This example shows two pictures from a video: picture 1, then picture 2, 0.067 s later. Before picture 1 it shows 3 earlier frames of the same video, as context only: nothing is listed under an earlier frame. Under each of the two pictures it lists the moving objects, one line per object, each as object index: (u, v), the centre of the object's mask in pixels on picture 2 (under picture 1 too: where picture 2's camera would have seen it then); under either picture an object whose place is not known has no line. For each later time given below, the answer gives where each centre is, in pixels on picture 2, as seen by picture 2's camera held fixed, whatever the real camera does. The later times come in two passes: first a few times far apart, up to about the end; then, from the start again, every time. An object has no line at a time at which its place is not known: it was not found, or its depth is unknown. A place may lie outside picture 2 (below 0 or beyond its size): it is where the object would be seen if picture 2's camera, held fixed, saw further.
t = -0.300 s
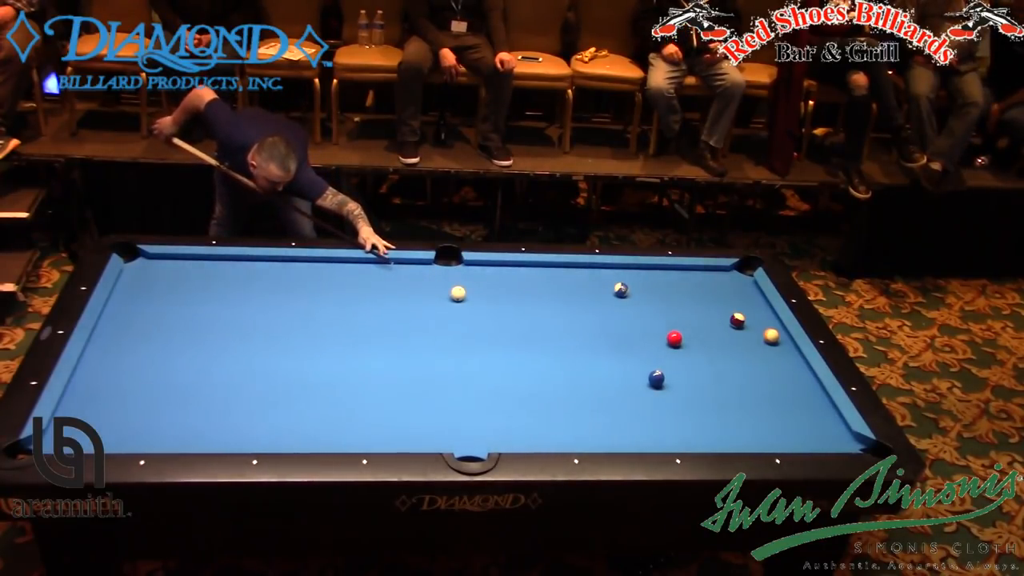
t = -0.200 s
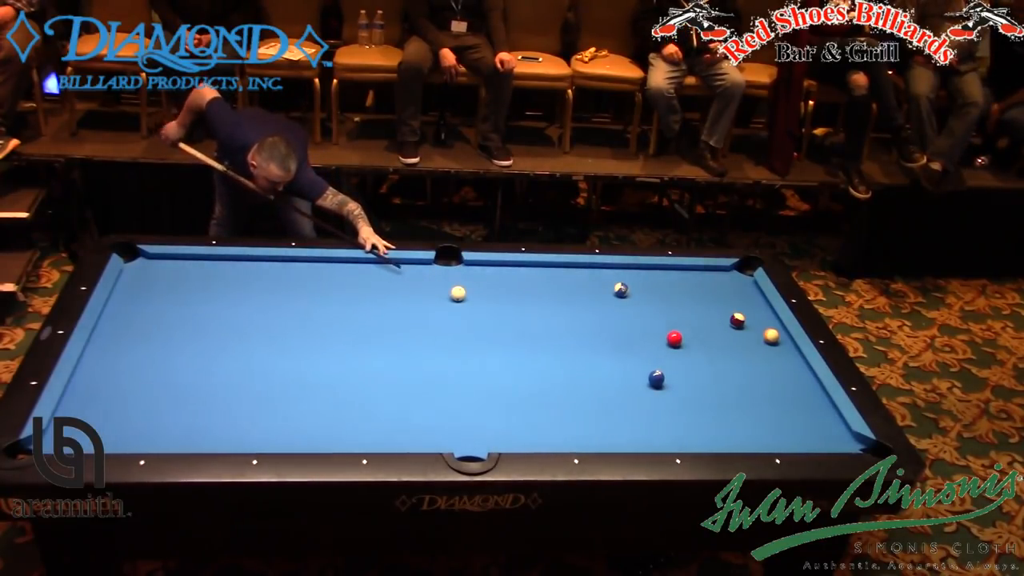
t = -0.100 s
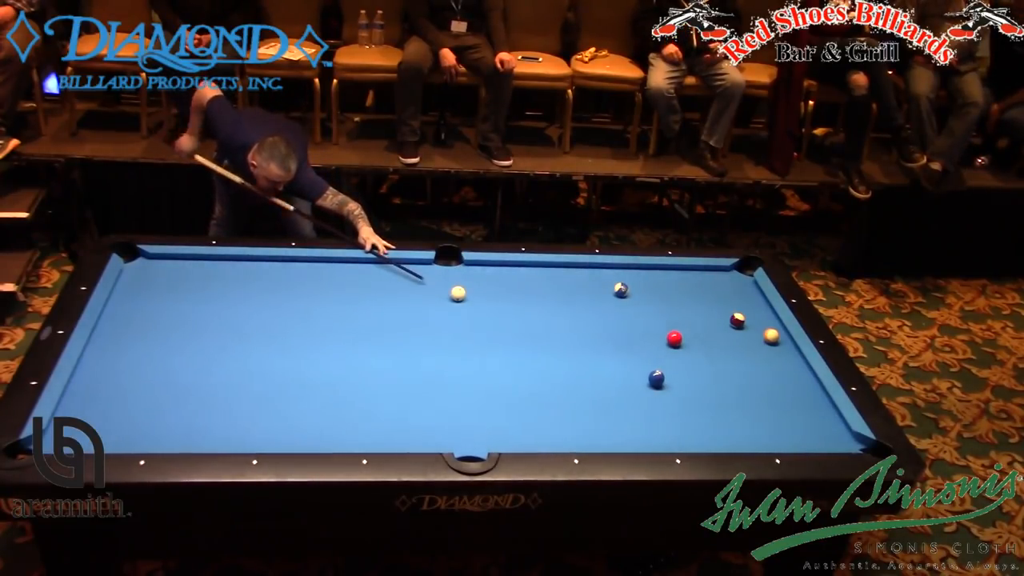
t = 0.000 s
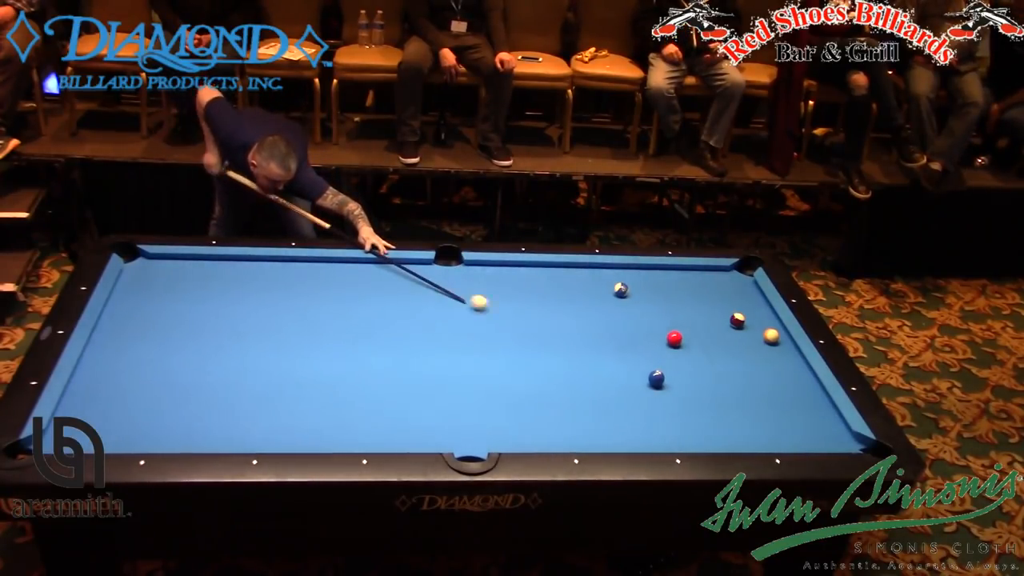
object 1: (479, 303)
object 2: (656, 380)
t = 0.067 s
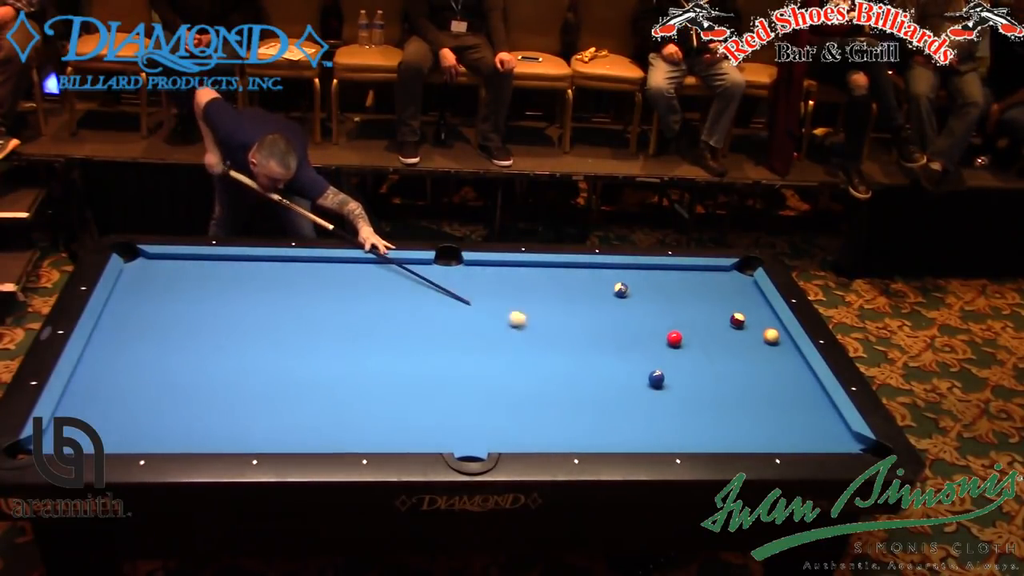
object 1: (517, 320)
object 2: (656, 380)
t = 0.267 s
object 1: (628, 368)
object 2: (656, 380)
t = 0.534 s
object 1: (632, 380)
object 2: (779, 422)
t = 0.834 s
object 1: (622, 387)
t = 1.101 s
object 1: (614, 392)
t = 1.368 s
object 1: (606, 397)
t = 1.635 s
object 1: (601, 401)
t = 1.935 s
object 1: (595, 406)
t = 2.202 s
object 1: (591, 408)
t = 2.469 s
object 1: (588, 411)
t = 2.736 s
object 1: (586, 413)
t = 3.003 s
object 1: (586, 414)
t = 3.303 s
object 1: (585, 414)
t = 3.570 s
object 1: (585, 414)
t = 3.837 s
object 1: (585, 414)
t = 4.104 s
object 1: (585, 414)
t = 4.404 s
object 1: (585, 414)
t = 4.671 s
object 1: (585, 414)
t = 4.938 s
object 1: (585, 414)
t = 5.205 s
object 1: (585, 414)
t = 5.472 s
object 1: (585, 414)
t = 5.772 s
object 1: (585, 414)
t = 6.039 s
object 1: (585, 414)
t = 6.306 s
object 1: (585, 414)
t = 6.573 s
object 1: (585, 414)
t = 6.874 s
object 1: (585, 414)
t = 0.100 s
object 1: (536, 328)
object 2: (656, 380)
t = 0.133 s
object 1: (555, 336)
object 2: (656, 380)
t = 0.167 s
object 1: (574, 344)
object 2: (656, 380)
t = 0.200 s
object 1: (592, 352)
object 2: (656, 380)
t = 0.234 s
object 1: (610, 360)
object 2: (656, 380)
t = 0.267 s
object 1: (628, 368)
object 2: (656, 380)
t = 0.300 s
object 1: (640, 374)
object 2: (660, 382)
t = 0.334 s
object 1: (640, 376)
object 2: (679, 388)
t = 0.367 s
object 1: (638, 376)
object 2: (696, 393)
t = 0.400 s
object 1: (637, 377)
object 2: (714, 399)
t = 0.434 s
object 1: (636, 378)
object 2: (731, 405)
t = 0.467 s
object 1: (635, 378)
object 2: (747, 411)
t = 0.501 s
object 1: (634, 379)
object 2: (763, 416)
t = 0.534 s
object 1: (632, 380)
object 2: (779, 422)
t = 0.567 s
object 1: (631, 381)
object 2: (793, 426)
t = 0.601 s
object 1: (630, 382)
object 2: (808, 431)
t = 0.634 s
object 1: (628, 382)
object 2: (823, 435)
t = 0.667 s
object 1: (627, 383)
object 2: (838, 437)
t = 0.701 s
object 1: (626, 384)
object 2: (854, 442)
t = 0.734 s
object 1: (625, 385)
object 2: (868, 446)
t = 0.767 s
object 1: (624, 385)
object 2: (882, 453)
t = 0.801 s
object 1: (623, 386)
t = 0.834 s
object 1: (622, 387)
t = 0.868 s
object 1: (621, 387)
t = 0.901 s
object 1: (620, 388)
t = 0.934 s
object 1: (619, 389)
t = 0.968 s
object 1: (618, 389)
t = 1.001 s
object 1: (617, 390)
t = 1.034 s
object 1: (616, 391)
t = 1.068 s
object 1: (615, 392)
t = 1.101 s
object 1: (614, 392)
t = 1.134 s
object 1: (613, 393)
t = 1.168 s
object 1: (612, 393)
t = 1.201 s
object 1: (611, 394)
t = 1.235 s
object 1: (610, 394)
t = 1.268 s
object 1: (609, 395)
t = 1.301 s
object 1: (608, 396)
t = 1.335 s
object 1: (607, 396)
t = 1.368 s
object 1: (606, 397)
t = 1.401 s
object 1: (606, 398)
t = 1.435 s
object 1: (605, 398)
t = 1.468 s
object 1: (604, 399)
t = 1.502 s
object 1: (603, 399)
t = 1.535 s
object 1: (603, 400)
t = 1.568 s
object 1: (602, 400)
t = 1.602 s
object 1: (602, 401)
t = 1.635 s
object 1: (601, 401)
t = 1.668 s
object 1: (600, 402)
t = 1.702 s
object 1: (599, 402)
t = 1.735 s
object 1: (598, 403)
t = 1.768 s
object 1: (598, 403)
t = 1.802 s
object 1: (597, 404)
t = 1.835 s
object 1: (597, 404)
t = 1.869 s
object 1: (596, 405)
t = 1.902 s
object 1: (595, 405)
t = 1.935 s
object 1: (595, 406)
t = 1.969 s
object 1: (594, 406)
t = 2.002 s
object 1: (594, 406)
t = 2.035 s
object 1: (593, 407)
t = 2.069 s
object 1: (593, 407)
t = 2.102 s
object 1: (592, 407)
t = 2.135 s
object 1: (592, 408)
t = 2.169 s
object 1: (591, 408)
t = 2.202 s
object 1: (591, 408)
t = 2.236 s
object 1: (591, 409)
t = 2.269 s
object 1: (590, 409)
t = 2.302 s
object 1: (590, 409)
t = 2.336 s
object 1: (589, 410)
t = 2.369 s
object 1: (589, 410)
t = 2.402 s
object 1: (589, 410)
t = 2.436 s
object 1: (588, 410)
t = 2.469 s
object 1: (588, 411)
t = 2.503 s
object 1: (588, 411)
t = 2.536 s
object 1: (587, 411)
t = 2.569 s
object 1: (587, 411)
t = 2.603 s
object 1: (587, 412)
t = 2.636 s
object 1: (587, 412)
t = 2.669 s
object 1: (587, 412)
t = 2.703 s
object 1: (586, 413)
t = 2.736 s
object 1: (586, 413)
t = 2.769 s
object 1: (586, 413)
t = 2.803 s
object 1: (586, 413)
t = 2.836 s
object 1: (586, 414)
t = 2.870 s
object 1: (586, 413)
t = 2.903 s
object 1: (586, 414)
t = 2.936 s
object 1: (586, 414)
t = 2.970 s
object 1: (586, 414)
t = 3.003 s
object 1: (586, 414)
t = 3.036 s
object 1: (585, 414)
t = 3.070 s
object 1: (585, 414)
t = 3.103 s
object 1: (585, 414)
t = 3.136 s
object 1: (585, 414)
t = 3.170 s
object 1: (585, 414)
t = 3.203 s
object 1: (585, 414)
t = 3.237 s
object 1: (585, 414)
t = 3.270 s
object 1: (585, 414)
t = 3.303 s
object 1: (585, 414)
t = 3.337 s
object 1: (585, 414)
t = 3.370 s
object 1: (585, 414)
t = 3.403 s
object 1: (585, 414)
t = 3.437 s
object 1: (585, 414)
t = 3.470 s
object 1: (585, 414)
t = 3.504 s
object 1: (585, 414)
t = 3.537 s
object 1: (585, 414)
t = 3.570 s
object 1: (585, 414)
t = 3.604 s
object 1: (585, 414)
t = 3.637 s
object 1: (585, 414)
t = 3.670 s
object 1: (585, 414)
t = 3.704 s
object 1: (585, 414)
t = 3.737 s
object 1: (585, 414)
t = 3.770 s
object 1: (585, 414)
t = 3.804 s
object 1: (585, 414)
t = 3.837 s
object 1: (585, 414)
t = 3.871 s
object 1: (585, 414)
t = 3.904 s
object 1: (585, 414)
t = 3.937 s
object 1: (585, 414)
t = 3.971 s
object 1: (585, 414)
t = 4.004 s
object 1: (585, 414)
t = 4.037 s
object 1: (585, 414)
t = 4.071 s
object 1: (585, 414)
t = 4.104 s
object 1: (585, 414)
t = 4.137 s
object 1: (585, 414)
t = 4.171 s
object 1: (585, 414)
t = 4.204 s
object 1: (585, 414)
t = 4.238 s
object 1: (585, 414)
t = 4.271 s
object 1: (585, 414)
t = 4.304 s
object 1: (585, 414)
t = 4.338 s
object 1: (585, 414)
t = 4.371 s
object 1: (585, 414)
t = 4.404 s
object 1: (585, 414)
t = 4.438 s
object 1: (585, 414)
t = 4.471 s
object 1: (585, 414)
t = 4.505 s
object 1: (585, 414)
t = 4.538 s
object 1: (585, 414)
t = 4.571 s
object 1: (585, 414)
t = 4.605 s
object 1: (585, 414)
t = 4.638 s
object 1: (585, 414)
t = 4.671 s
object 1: (585, 414)
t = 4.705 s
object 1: (585, 414)
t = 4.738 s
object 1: (585, 414)
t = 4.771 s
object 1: (585, 414)
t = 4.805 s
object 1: (585, 414)
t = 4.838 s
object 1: (585, 414)
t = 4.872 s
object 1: (585, 414)
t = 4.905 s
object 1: (585, 414)
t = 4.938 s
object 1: (585, 414)
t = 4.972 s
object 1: (585, 414)
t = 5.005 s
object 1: (585, 414)
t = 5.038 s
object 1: (585, 414)
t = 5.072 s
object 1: (585, 414)
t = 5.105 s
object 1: (585, 414)
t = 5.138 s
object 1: (585, 414)
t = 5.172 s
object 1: (585, 414)
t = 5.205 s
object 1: (585, 414)
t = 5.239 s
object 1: (585, 414)
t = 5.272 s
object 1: (585, 414)
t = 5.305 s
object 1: (585, 414)
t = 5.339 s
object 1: (585, 414)
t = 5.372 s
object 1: (585, 414)
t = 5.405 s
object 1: (585, 414)
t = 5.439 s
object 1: (585, 414)
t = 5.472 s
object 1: (585, 414)
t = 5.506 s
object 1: (585, 414)
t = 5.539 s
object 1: (585, 414)
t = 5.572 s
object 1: (585, 414)
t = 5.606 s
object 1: (585, 414)
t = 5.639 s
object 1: (585, 414)
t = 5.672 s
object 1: (585, 414)
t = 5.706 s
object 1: (585, 414)
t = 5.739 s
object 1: (585, 414)
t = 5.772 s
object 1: (585, 414)
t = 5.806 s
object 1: (585, 414)
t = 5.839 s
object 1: (585, 414)
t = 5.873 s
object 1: (585, 414)
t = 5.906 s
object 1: (585, 414)
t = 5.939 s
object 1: (585, 414)
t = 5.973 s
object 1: (585, 414)
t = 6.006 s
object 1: (585, 414)
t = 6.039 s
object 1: (585, 414)
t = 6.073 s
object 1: (585, 414)
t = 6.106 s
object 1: (585, 414)
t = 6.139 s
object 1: (585, 414)
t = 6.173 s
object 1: (585, 414)
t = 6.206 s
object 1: (585, 414)
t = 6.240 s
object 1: (585, 414)
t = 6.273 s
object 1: (585, 414)
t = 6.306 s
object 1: (585, 414)
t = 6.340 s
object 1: (585, 414)
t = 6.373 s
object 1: (585, 414)
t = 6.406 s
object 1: (585, 414)
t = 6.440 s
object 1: (585, 414)
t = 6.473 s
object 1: (585, 414)
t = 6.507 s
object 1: (585, 414)
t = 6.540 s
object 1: (585, 414)
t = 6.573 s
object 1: (585, 414)
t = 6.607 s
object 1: (585, 414)
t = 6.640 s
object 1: (585, 414)
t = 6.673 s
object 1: (585, 414)
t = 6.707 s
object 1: (585, 414)
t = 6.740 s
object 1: (585, 414)
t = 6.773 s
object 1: (585, 414)
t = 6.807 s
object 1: (585, 414)
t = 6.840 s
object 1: (585, 414)
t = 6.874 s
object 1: (585, 414)
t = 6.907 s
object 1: (585, 414)
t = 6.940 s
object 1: (585, 414)
